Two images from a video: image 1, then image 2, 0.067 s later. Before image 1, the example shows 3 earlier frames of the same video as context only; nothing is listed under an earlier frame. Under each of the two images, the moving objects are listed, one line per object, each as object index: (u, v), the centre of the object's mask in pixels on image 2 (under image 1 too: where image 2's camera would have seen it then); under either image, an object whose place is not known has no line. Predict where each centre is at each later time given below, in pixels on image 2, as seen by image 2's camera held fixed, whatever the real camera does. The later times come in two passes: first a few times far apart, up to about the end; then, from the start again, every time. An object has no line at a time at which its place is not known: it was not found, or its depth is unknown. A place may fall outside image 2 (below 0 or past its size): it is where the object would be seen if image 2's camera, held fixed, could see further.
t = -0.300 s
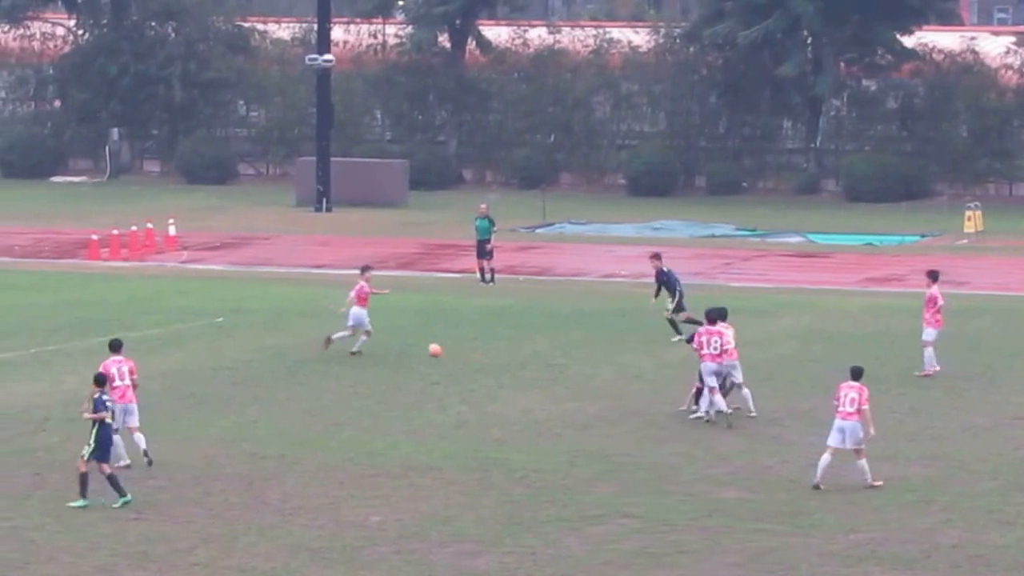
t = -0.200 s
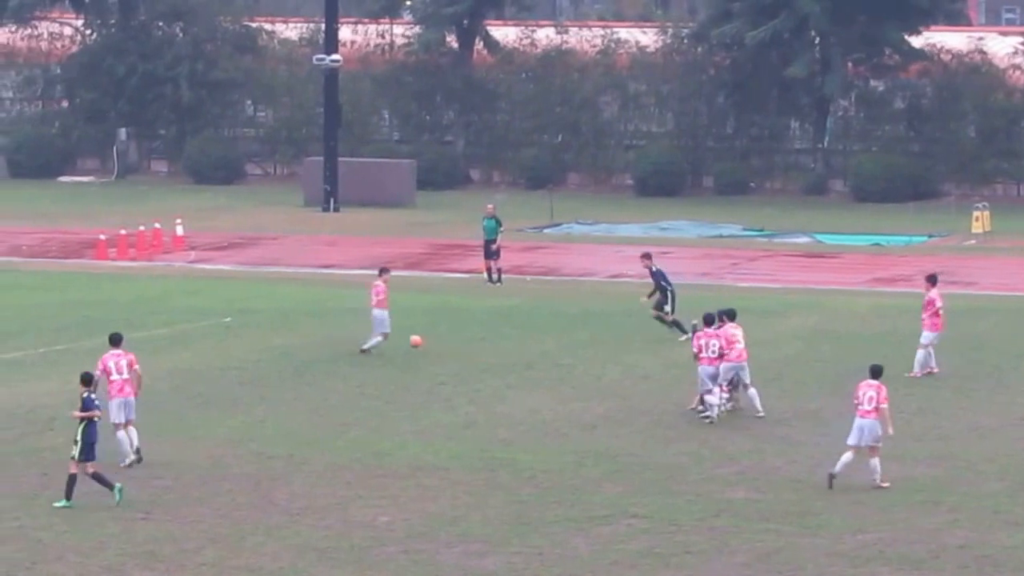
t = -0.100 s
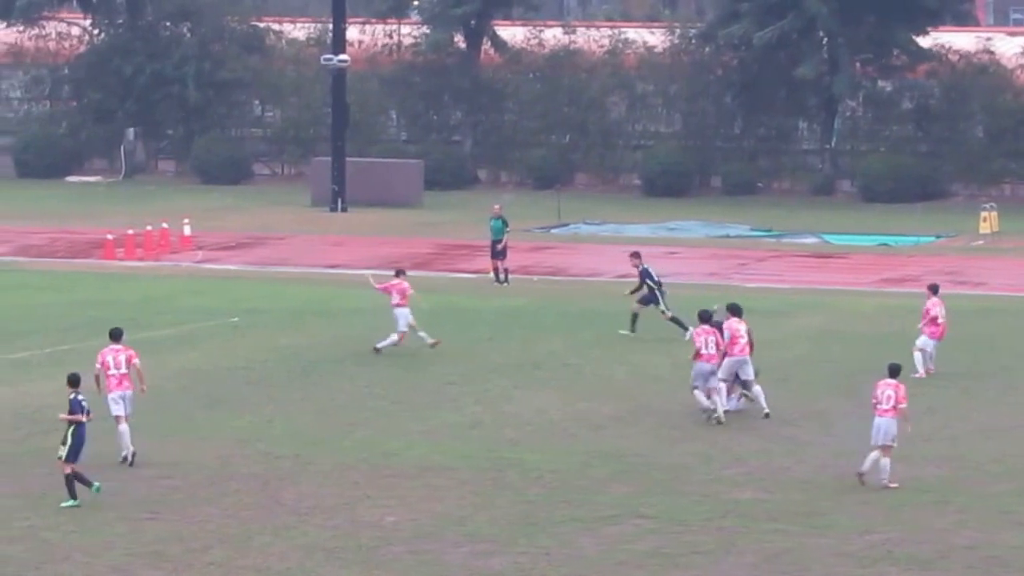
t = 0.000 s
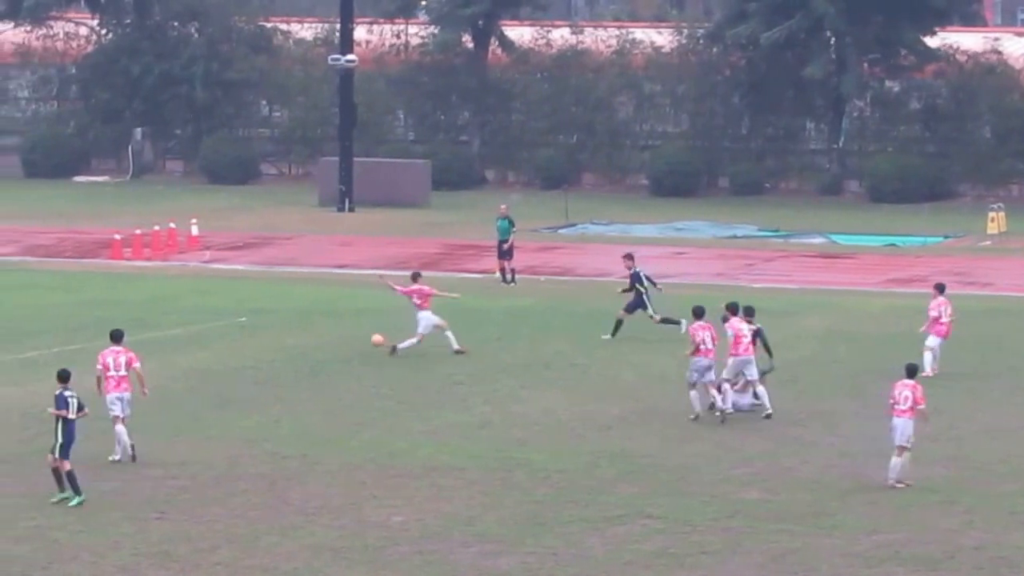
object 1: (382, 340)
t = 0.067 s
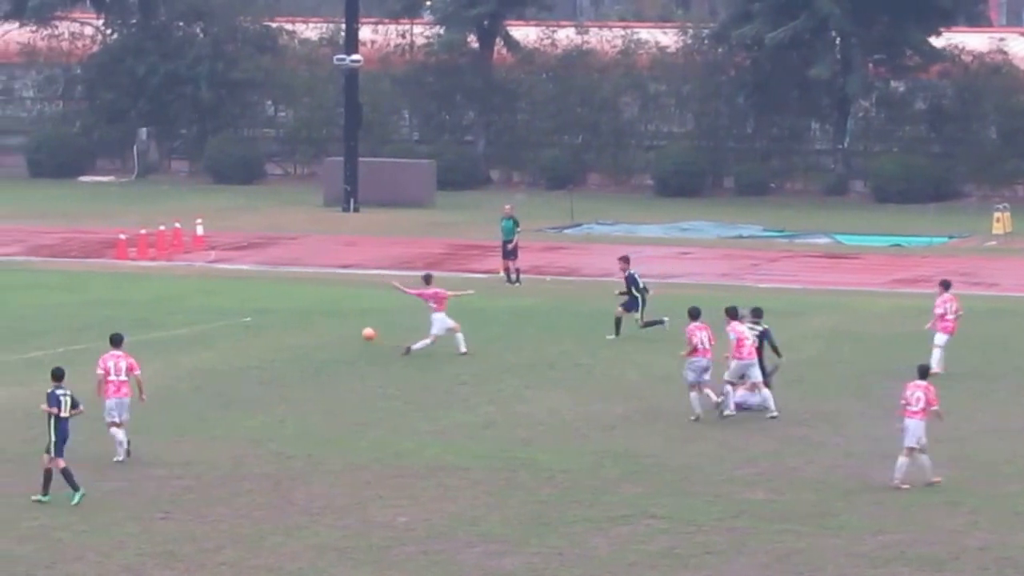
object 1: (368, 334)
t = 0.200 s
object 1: (341, 329)
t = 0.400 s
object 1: (305, 326)
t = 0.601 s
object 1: (272, 320)
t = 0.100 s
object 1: (362, 332)
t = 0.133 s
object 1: (354, 330)
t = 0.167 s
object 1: (348, 329)
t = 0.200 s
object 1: (341, 329)
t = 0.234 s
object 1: (334, 330)
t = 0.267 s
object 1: (328, 331)
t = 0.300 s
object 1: (322, 331)
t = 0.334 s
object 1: (316, 330)
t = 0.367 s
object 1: (310, 327)
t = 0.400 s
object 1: (305, 326)
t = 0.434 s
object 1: (299, 325)
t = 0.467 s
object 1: (293, 325)
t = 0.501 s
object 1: (288, 325)
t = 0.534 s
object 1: (282, 325)
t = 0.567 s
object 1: (277, 322)
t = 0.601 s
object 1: (272, 320)
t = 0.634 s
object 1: (267, 319)
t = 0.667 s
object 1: (262, 318)
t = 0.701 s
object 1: (257, 318)
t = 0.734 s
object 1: (251, 318)
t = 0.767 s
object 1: (246, 318)
